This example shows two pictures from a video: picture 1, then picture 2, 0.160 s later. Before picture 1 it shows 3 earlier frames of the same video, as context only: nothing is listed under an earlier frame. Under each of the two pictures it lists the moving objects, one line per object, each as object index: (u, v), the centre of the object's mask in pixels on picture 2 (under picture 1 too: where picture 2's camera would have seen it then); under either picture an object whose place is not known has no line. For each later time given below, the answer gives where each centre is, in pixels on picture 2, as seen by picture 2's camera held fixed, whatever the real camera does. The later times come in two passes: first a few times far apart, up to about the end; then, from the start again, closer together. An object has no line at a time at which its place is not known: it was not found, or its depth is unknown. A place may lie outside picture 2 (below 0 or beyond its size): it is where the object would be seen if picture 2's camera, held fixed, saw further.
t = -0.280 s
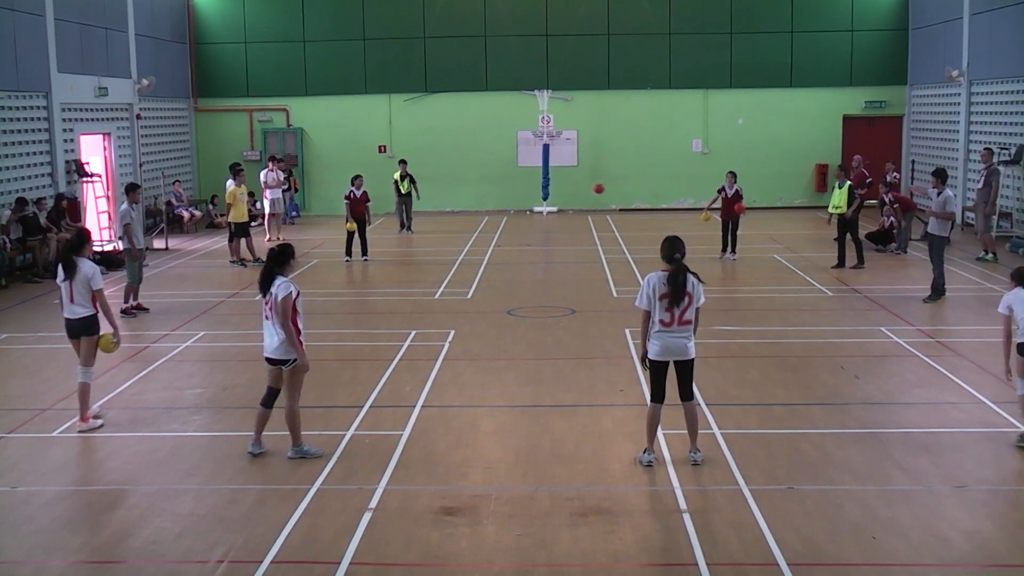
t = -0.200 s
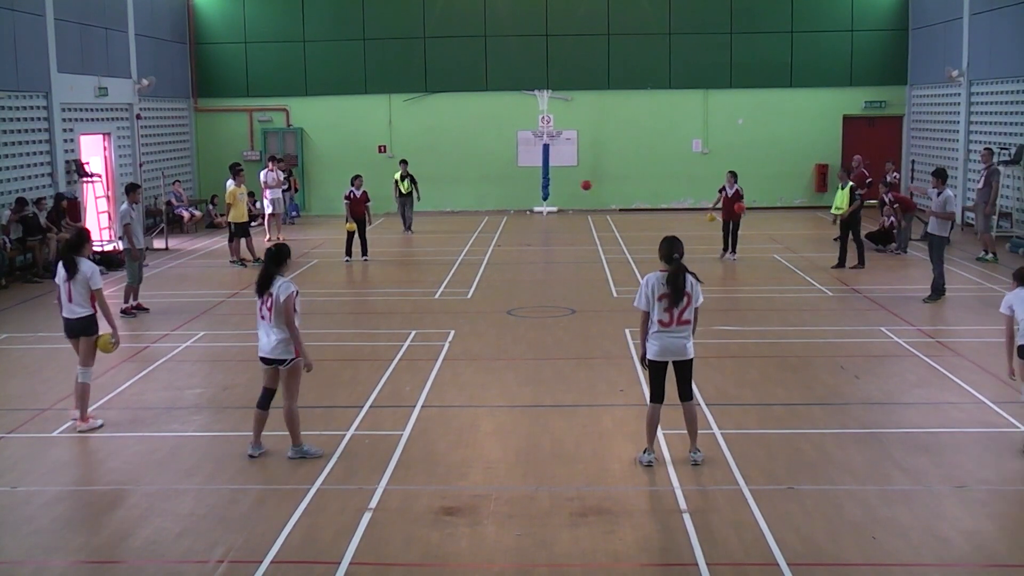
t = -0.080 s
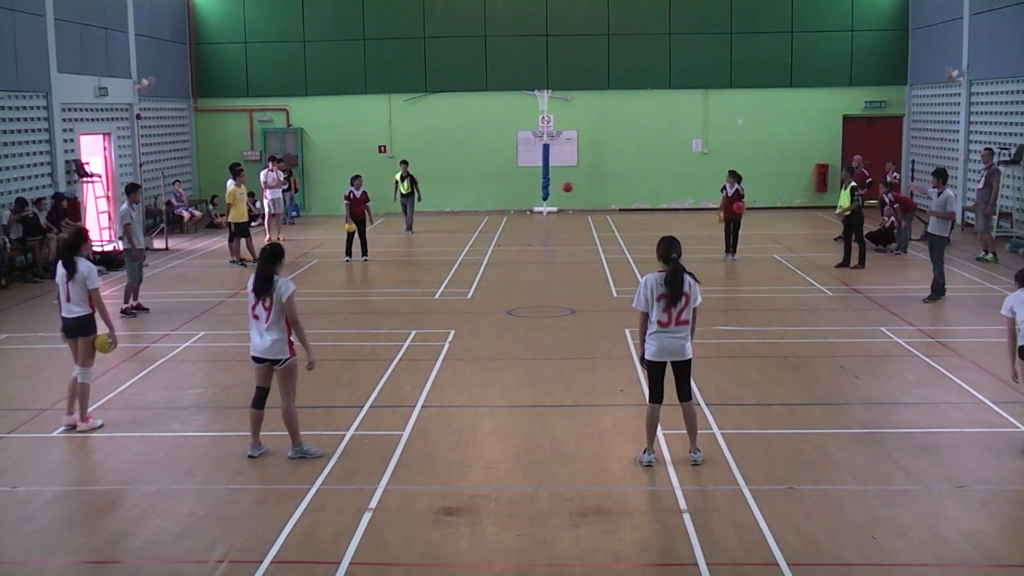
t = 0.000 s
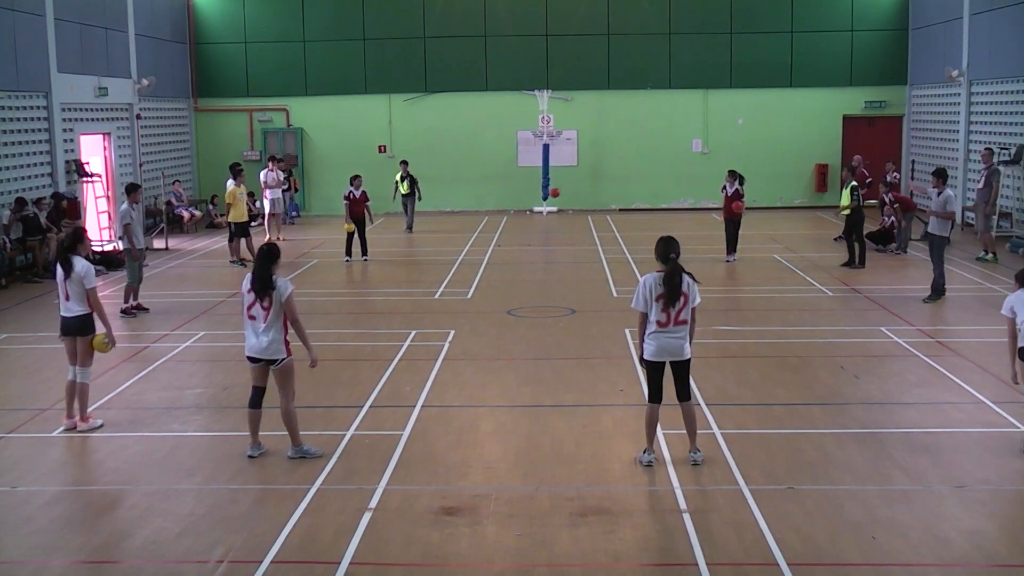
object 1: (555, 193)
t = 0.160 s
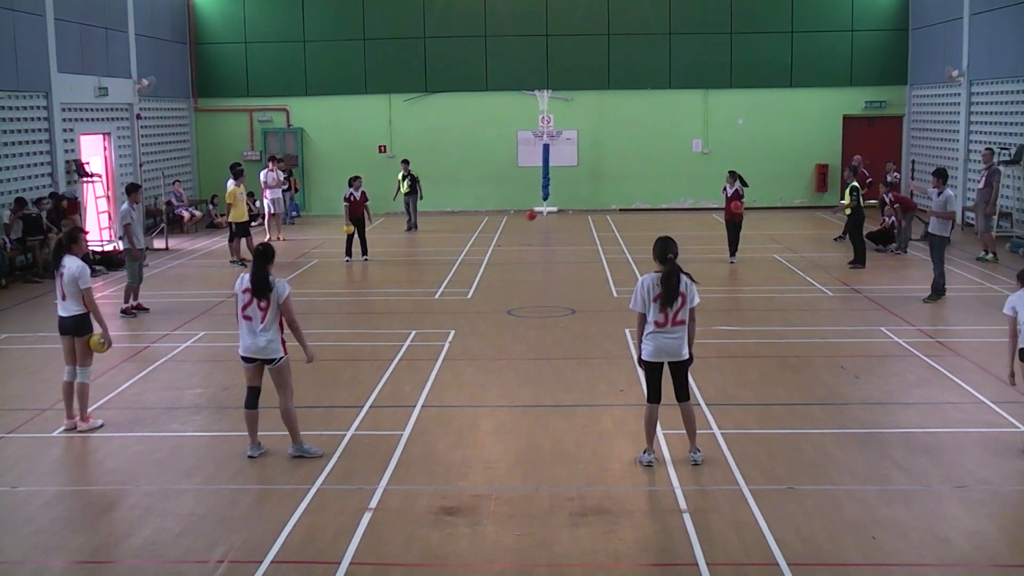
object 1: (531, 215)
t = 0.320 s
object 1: (509, 251)
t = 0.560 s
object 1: (474, 227)
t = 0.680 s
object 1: (457, 221)
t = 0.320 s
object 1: (509, 251)
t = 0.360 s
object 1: (504, 254)
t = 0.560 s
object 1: (474, 227)
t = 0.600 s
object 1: (468, 224)
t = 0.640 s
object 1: (462, 222)
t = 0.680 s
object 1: (457, 221)
